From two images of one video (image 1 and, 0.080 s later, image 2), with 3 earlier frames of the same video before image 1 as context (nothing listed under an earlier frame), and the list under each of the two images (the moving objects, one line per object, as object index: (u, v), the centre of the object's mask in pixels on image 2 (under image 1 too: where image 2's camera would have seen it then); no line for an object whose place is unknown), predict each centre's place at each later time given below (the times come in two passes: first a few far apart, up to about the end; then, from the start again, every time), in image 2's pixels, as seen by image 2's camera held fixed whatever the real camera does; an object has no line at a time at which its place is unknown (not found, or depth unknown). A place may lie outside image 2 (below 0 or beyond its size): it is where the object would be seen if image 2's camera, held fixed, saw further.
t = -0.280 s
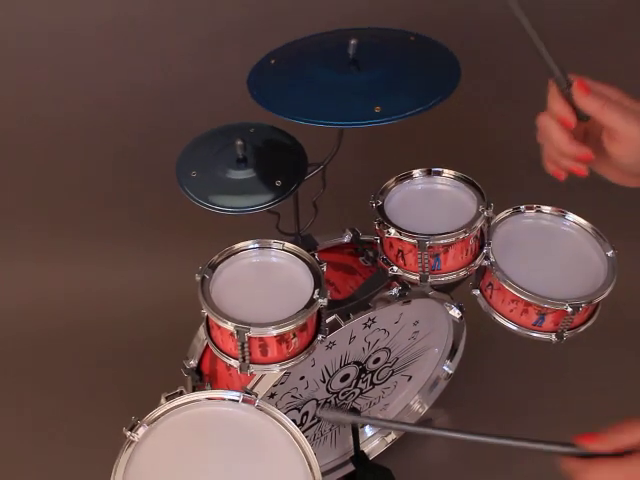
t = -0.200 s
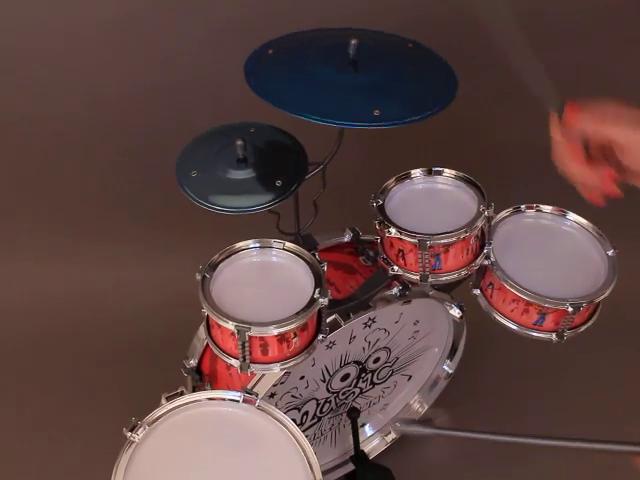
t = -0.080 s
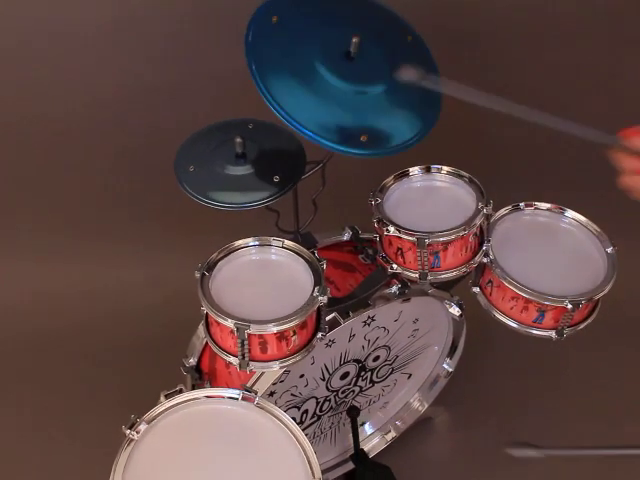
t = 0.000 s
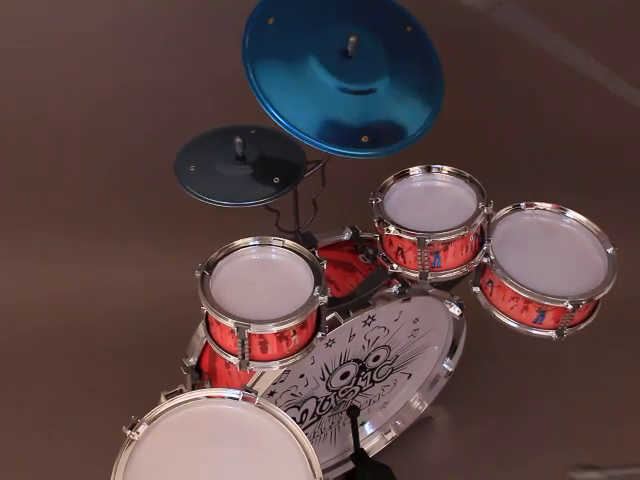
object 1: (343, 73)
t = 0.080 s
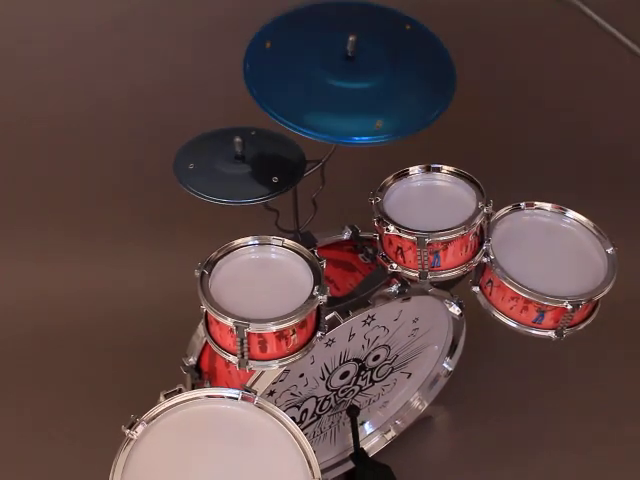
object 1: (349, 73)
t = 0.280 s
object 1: (357, 67)
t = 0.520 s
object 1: (343, 72)
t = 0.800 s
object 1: (345, 72)
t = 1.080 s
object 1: (357, 70)
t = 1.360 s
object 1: (345, 73)
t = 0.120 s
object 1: (353, 72)
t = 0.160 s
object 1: (356, 72)
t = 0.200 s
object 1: (358, 71)
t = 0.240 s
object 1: (358, 69)
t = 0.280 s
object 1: (357, 67)
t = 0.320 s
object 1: (357, 69)
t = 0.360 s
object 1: (356, 71)
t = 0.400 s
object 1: (353, 73)
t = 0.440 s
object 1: (349, 74)
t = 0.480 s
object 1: (345, 74)
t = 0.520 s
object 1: (343, 72)
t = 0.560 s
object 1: (342, 72)
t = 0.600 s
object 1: (341, 73)
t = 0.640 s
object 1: (340, 73)
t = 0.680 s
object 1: (340, 72)
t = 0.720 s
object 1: (341, 72)
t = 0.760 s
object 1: (343, 72)
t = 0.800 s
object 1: (345, 72)
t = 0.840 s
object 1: (348, 73)
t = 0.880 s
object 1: (351, 74)
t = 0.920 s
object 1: (353, 73)
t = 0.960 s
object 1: (355, 72)
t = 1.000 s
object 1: (357, 71)
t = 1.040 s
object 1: (358, 70)
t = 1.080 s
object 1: (357, 70)
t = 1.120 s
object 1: (356, 71)
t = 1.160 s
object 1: (356, 72)
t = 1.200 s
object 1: (356, 73)
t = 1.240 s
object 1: (354, 74)
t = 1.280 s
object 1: (351, 74)
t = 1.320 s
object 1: (348, 74)
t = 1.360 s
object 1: (345, 73)
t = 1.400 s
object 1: (343, 72)
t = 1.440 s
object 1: (341, 71)
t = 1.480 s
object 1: (340, 71)
